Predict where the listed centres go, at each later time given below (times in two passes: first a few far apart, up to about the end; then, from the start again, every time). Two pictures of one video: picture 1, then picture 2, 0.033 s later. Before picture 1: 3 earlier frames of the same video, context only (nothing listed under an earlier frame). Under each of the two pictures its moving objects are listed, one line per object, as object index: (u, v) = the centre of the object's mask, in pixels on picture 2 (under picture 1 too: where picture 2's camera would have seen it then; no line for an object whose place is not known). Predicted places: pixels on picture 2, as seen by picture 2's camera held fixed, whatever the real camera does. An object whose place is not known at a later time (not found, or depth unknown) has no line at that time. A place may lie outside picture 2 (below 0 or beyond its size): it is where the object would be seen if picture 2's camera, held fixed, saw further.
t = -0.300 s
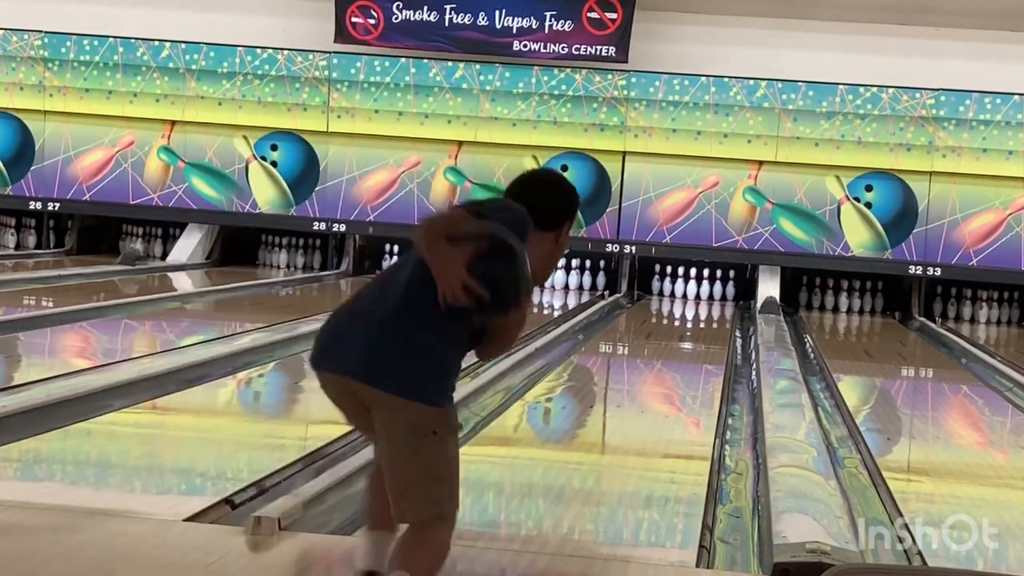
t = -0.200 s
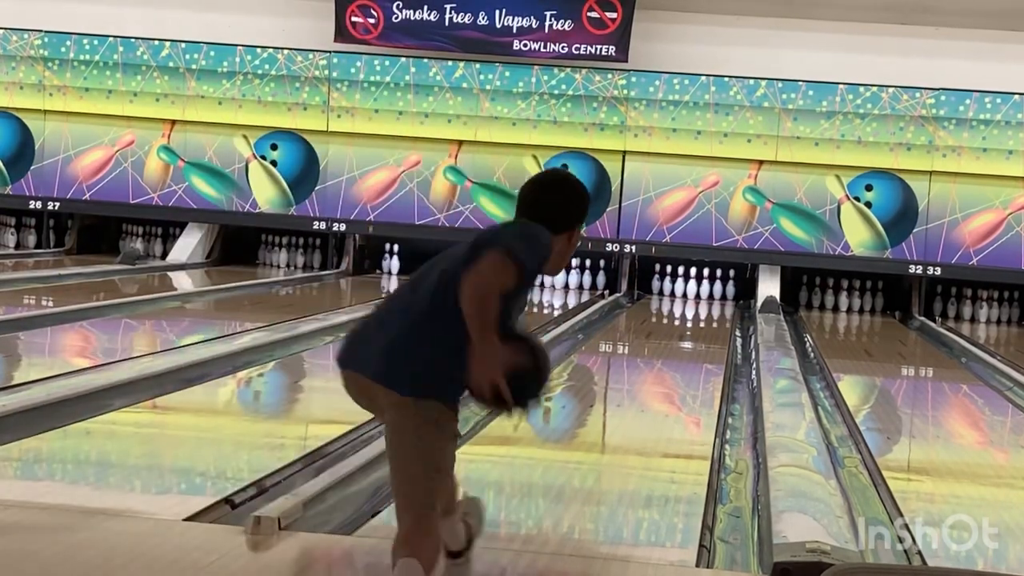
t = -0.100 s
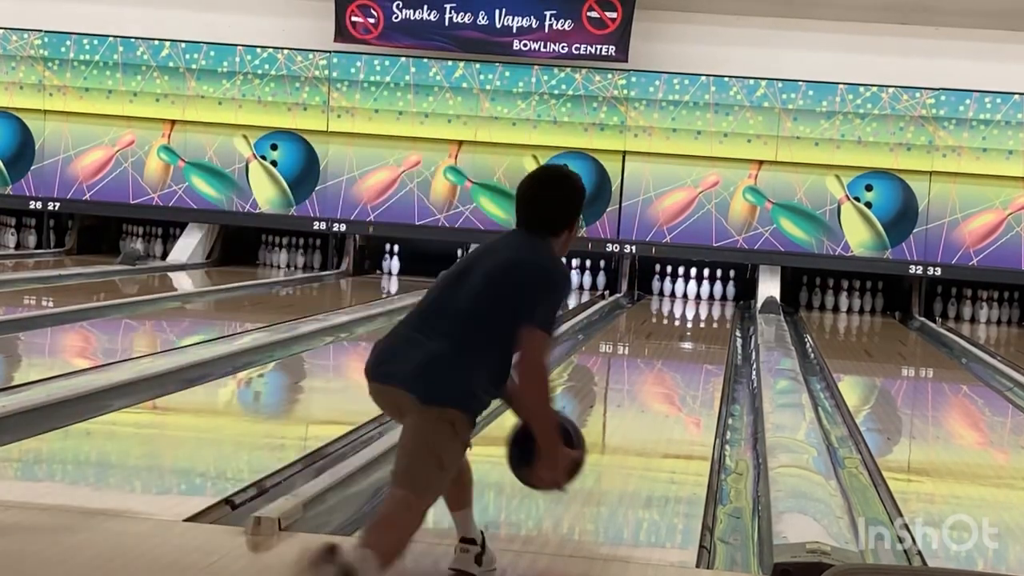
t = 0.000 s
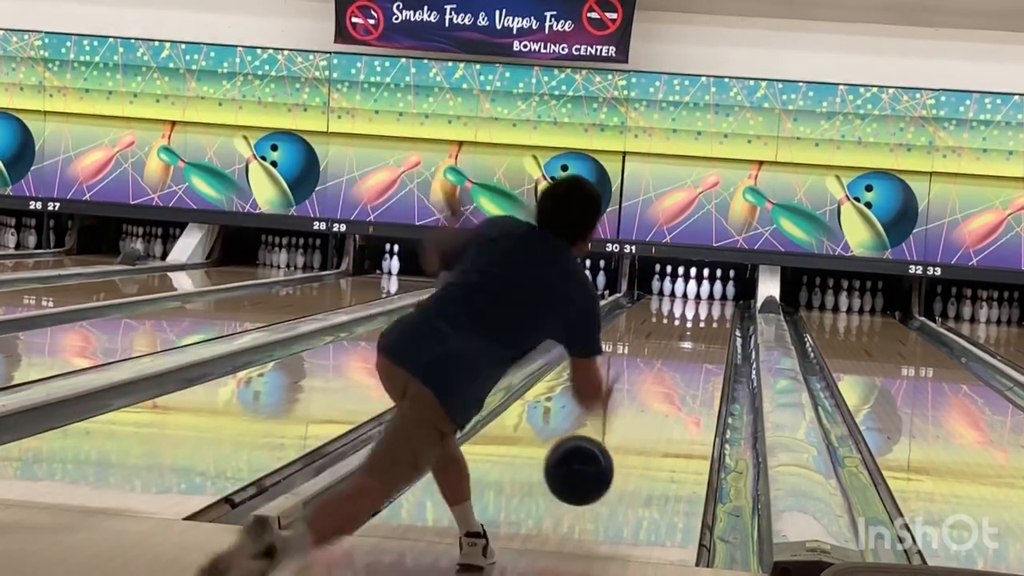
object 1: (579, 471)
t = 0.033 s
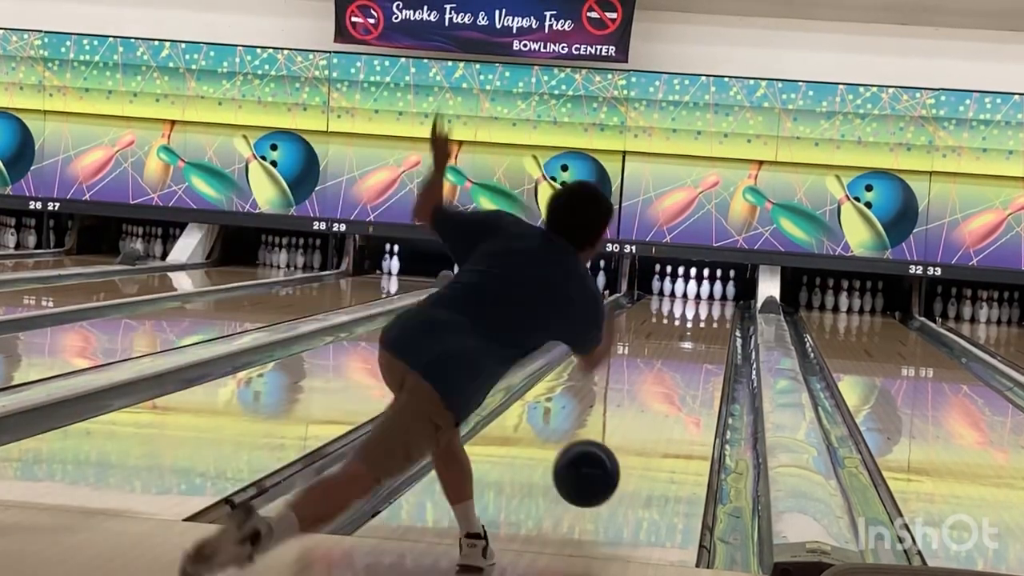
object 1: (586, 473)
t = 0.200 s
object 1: (617, 457)
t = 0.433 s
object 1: (648, 417)
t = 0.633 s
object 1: (667, 389)
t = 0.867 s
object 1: (682, 365)
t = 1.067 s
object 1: (691, 349)
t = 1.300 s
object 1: (694, 336)
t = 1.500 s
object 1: (702, 325)
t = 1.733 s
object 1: (705, 315)
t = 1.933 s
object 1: (705, 307)
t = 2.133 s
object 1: (704, 301)
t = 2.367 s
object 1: (700, 295)
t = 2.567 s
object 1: (696, 291)
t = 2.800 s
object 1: (684, 289)
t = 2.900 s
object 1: (682, 290)
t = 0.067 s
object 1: (592, 479)
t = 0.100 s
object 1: (598, 487)
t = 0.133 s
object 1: (605, 474)
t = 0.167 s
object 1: (612, 464)
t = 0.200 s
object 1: (617, 457)
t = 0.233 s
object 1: (622, 453)
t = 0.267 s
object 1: (627, 446)
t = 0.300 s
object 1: (632, 439)
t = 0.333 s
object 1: (637, 434)
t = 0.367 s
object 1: (641, 428)
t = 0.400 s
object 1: (645, 422)
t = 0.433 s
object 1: (648, 417)
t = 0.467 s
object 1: (652, 412)
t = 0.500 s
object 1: (655, 407)
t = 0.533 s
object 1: (658, 402)
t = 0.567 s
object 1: (661, 398)
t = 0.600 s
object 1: (664, 393)
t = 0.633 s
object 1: (667, 389)
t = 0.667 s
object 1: (670, 385)
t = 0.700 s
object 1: (672, 382)
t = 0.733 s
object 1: (674, 378)
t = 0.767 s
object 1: (676, 375)
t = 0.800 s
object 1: (678, 371)
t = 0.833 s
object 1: (680, 369)
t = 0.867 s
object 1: (682, 365)
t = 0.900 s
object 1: (684, 362)
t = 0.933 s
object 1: (685, 359)
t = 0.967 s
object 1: (687, 357)
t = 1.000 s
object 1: (688, 354)
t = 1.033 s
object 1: (690, 352)
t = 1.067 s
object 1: (691, 349)
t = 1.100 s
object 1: (692, 347)
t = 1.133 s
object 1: (693, 345)
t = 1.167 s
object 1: (694, 343)
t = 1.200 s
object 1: (695, 341)
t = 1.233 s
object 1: (696, 339)
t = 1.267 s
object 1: (697, 337)
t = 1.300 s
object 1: (694, 336)
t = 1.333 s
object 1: (699, 333)
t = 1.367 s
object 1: (700, 331)
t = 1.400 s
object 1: (700, 329)
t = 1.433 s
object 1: (701, 328)
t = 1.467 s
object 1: (702, 326)
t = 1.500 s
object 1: (702, 325)
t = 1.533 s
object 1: (703, 323)
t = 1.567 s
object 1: (703, 321)
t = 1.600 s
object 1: (703, 320)
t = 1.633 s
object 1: (704, 319)
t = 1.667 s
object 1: (704, 317)
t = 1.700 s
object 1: (705, 316)
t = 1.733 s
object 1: (705, 315)
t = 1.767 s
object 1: (705, 313)
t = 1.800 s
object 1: (705, 312)
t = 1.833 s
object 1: (705, 311)
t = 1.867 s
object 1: (705, 310)
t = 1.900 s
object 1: (705, 308)
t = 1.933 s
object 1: (705, 307)
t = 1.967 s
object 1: (705, 306)
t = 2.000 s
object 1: (705, 305)
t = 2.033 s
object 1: (704, 304)
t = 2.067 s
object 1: (704, 303)
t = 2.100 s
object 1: (704, 302)
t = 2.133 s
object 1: (704, 301)
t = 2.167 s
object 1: (703, 300)
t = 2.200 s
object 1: (703, 299)
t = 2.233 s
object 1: (702, 299)
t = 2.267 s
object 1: (702, 298)
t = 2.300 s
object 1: (701, 297)
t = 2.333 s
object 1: (700, 296)
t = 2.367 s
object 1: (700, 295)
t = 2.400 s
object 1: (698, 294)
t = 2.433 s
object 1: (698, 294)
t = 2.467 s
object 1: (696, 293)
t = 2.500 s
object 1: (695, 292)
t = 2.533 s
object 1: (696, 291)
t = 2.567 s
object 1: (696, 291)
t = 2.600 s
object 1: (695, 290)
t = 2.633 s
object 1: (694, 290)
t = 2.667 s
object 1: (693, 289)
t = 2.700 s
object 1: (689, 289)
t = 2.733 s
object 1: (687, 289)
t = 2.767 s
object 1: (687, 289)
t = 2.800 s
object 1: (684, 289)
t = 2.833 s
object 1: (683, 290)
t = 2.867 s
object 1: (683, 289)
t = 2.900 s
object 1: (682, 290)
